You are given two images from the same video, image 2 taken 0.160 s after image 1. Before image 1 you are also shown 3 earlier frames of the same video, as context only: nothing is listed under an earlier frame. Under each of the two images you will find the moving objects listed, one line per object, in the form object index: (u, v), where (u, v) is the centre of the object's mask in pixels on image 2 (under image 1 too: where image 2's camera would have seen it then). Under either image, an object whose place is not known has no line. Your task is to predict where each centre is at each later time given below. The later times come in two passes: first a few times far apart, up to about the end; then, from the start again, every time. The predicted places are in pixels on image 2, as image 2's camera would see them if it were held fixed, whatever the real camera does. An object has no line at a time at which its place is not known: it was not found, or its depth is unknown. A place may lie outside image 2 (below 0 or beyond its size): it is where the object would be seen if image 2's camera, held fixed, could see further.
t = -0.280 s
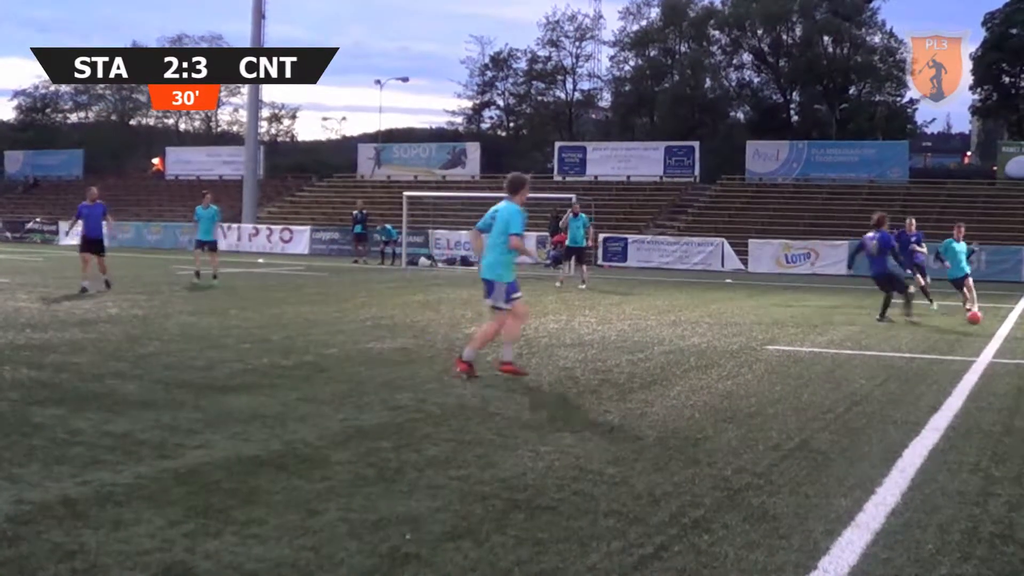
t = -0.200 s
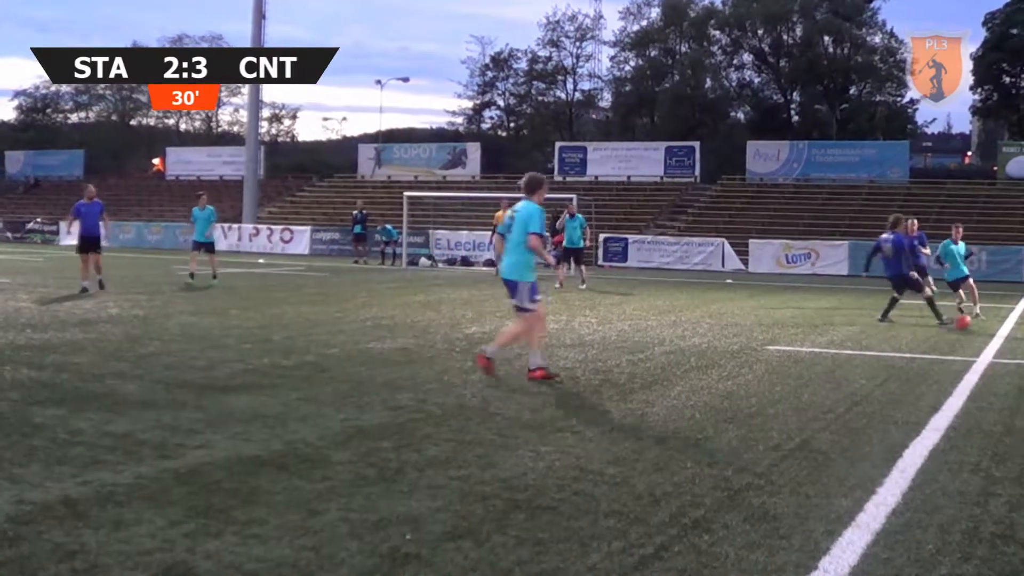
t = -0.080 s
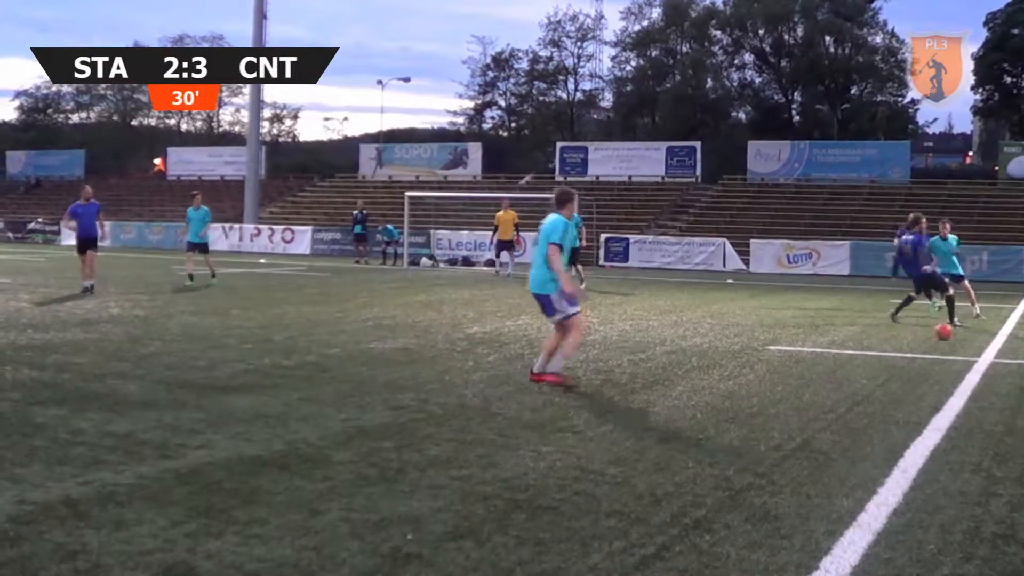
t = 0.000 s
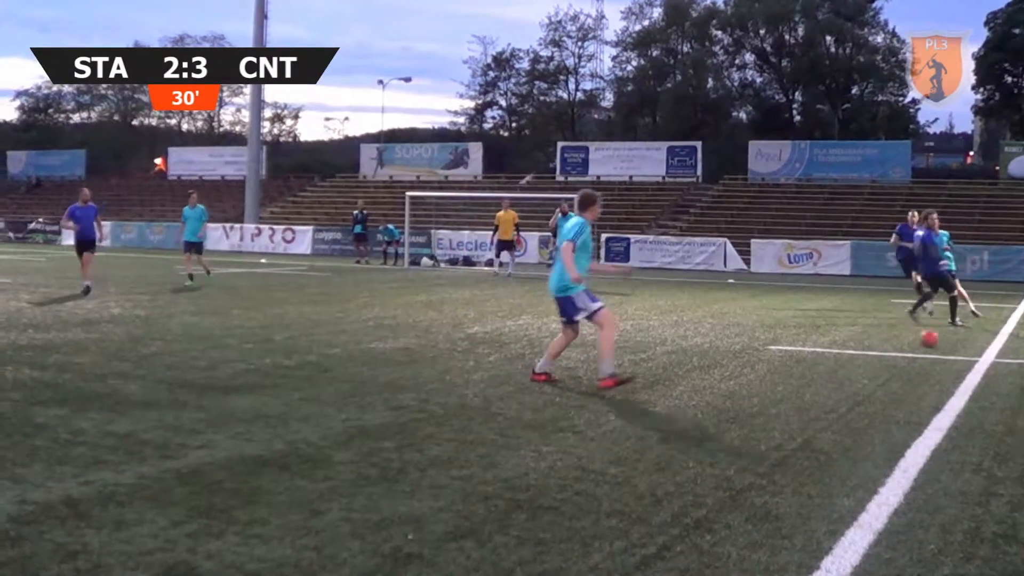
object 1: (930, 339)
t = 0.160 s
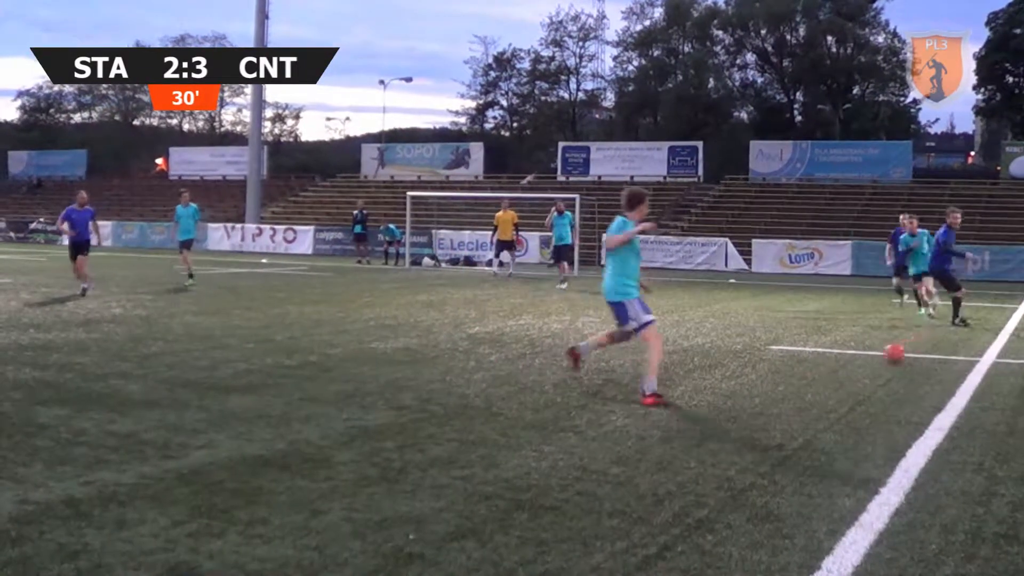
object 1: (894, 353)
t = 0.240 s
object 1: (875, 362)
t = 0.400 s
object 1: (832, 377)
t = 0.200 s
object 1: (884, 357)
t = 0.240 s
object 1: (875, 362)
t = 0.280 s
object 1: (864, 365)
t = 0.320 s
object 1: (854, 370)
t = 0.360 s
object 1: (843, 374)
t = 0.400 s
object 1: (832, 377)
